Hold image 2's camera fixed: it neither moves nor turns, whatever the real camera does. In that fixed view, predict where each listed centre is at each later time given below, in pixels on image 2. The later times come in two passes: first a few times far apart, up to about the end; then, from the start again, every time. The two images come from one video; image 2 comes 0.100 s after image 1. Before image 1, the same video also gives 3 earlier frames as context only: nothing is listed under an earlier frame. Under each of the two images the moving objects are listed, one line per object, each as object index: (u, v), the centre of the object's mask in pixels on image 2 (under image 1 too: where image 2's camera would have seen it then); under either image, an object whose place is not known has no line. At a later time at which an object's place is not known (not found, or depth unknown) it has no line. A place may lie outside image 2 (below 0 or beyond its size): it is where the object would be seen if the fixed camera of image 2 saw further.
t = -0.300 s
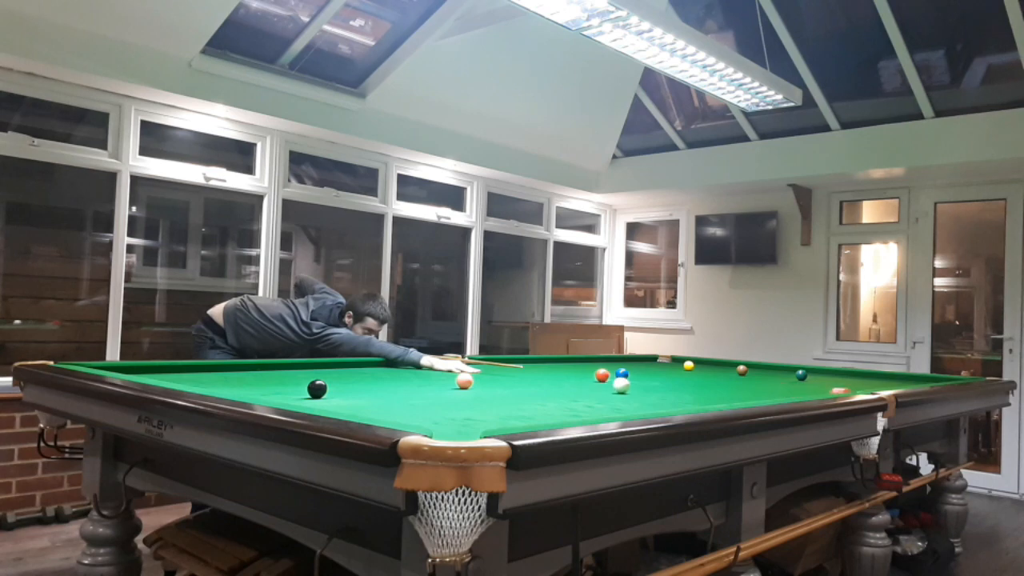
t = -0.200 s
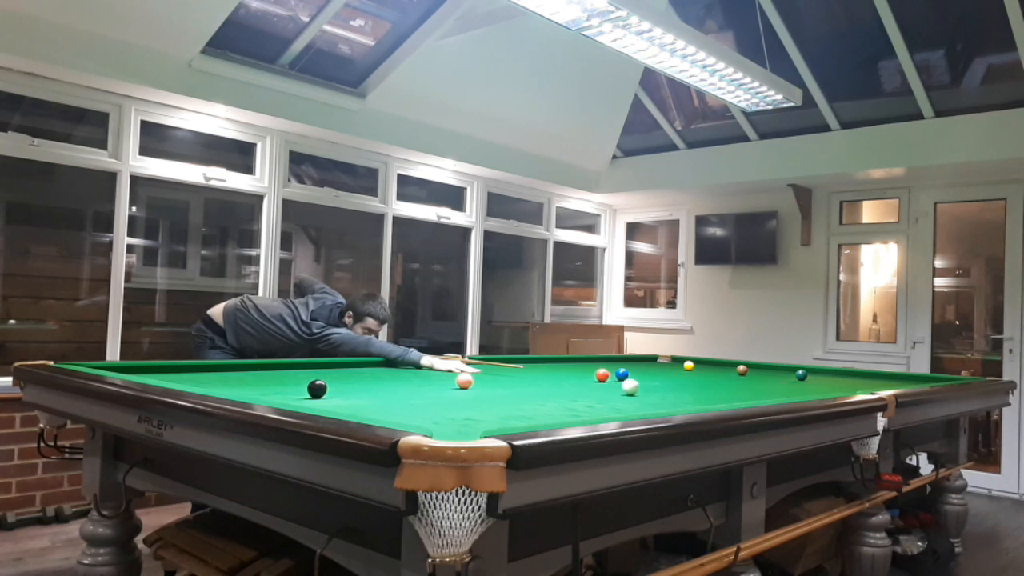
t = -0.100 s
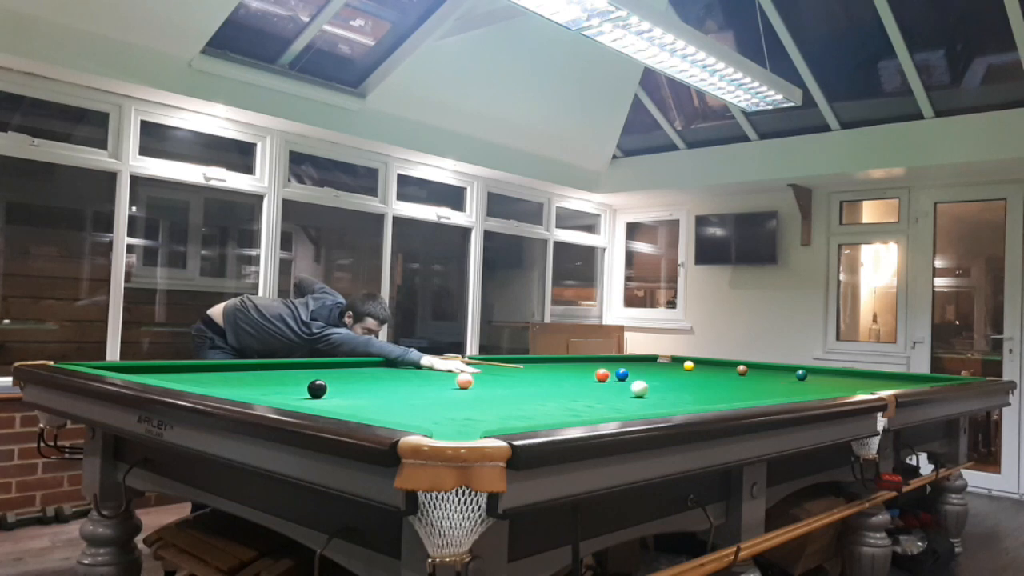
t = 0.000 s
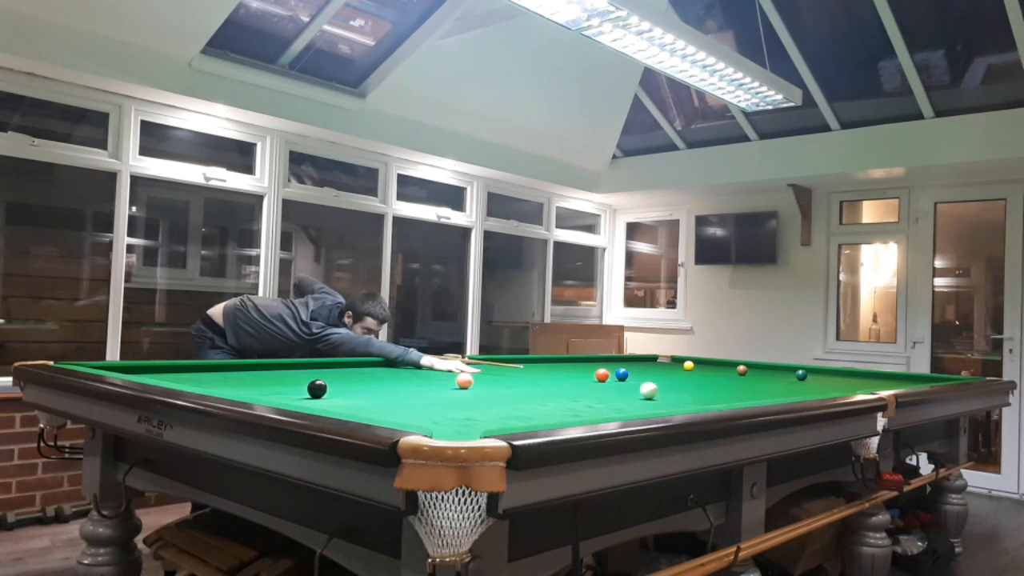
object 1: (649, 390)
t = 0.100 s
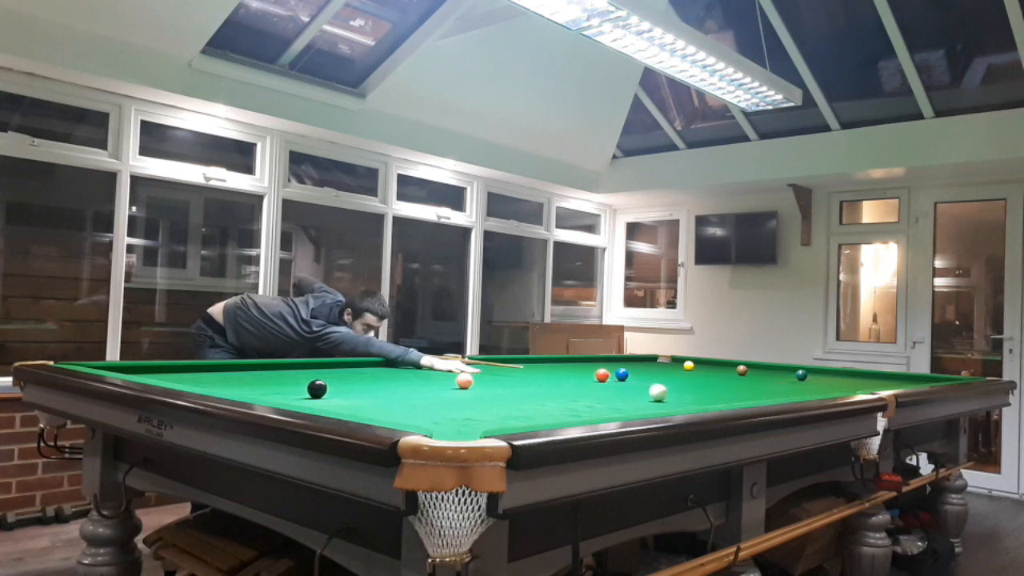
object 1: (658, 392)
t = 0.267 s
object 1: (674, 395)
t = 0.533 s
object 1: (700, 399)
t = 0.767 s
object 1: (722, 401)
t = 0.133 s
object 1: (661, 393)
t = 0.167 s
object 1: (664, 393)
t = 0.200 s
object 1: (667, 394)
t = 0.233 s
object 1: (670, 395)
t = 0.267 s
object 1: (674, 395)
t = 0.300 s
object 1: (677, 396)
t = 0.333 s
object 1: (680, 397)
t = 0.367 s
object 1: (683, 397)
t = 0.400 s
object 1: (686, 398)
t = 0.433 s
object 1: (690, 398)
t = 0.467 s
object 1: (693, 398)
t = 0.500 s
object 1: (697, 399)
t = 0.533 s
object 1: (700, 399)
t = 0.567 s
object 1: (703, 399)
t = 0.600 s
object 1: (706, 400)
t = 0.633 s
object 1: (709, 400)
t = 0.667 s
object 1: (712, 400)
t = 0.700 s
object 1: (716, 400)
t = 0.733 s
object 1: (719, 401)
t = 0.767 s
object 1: (722, 401)
